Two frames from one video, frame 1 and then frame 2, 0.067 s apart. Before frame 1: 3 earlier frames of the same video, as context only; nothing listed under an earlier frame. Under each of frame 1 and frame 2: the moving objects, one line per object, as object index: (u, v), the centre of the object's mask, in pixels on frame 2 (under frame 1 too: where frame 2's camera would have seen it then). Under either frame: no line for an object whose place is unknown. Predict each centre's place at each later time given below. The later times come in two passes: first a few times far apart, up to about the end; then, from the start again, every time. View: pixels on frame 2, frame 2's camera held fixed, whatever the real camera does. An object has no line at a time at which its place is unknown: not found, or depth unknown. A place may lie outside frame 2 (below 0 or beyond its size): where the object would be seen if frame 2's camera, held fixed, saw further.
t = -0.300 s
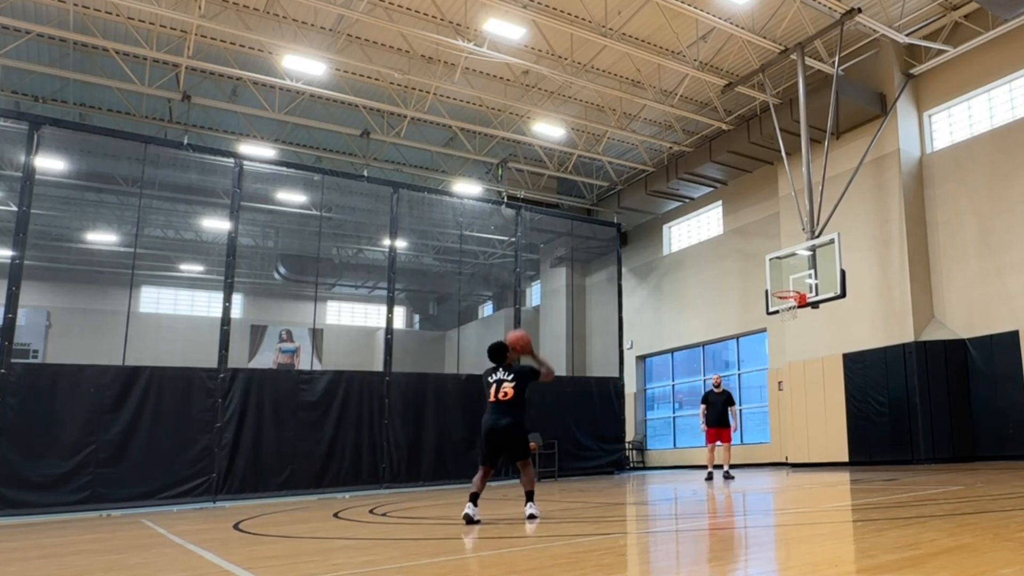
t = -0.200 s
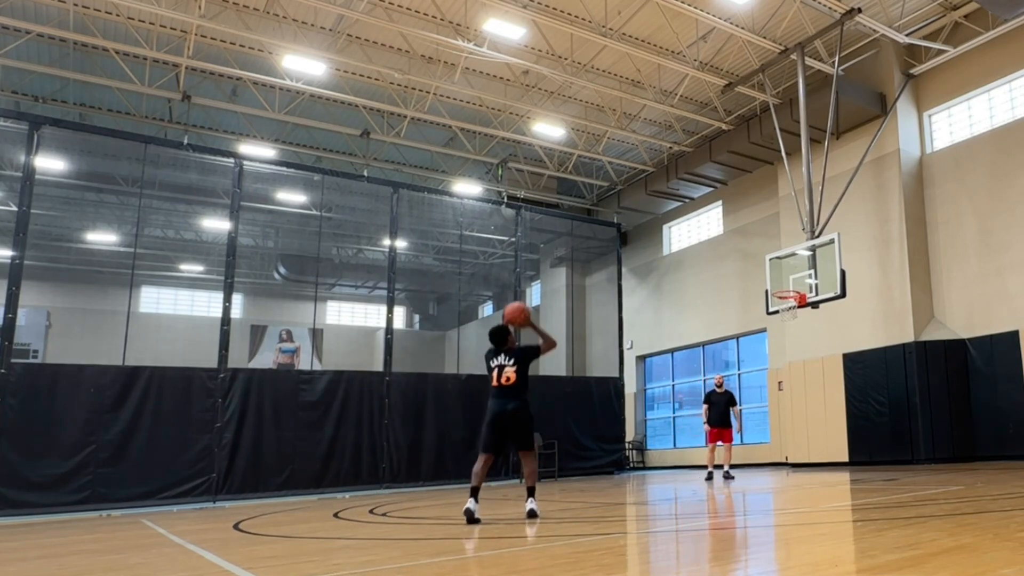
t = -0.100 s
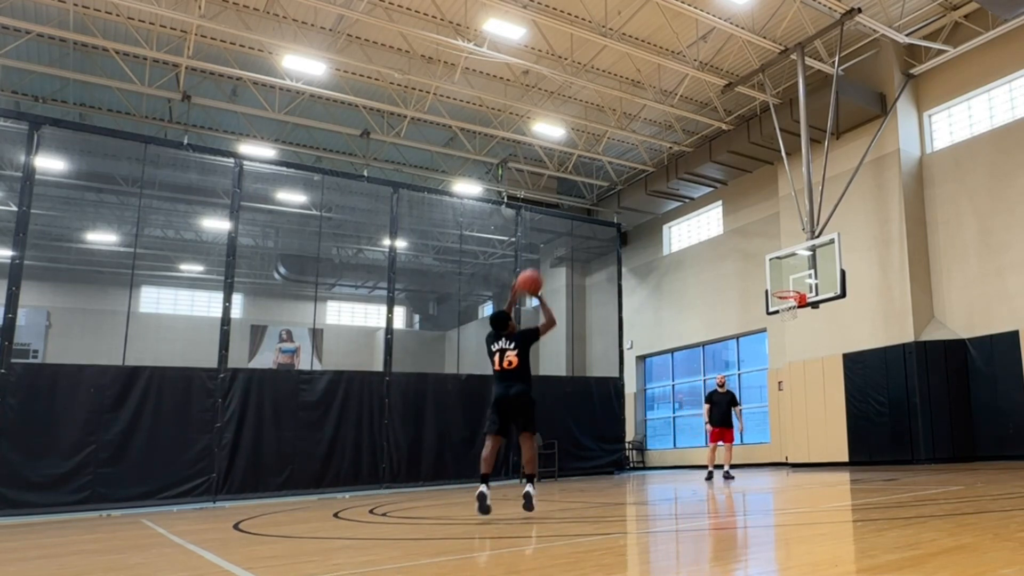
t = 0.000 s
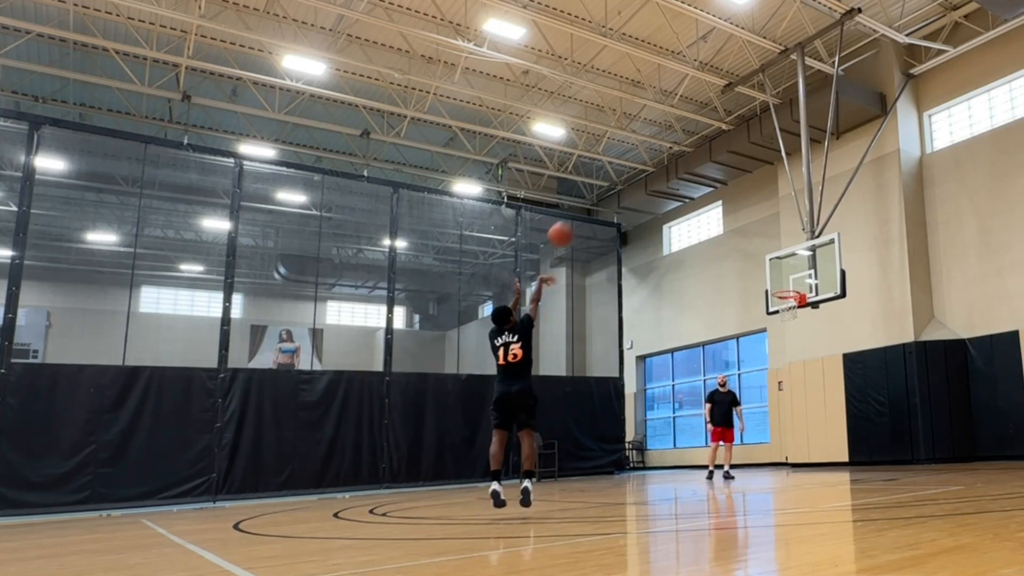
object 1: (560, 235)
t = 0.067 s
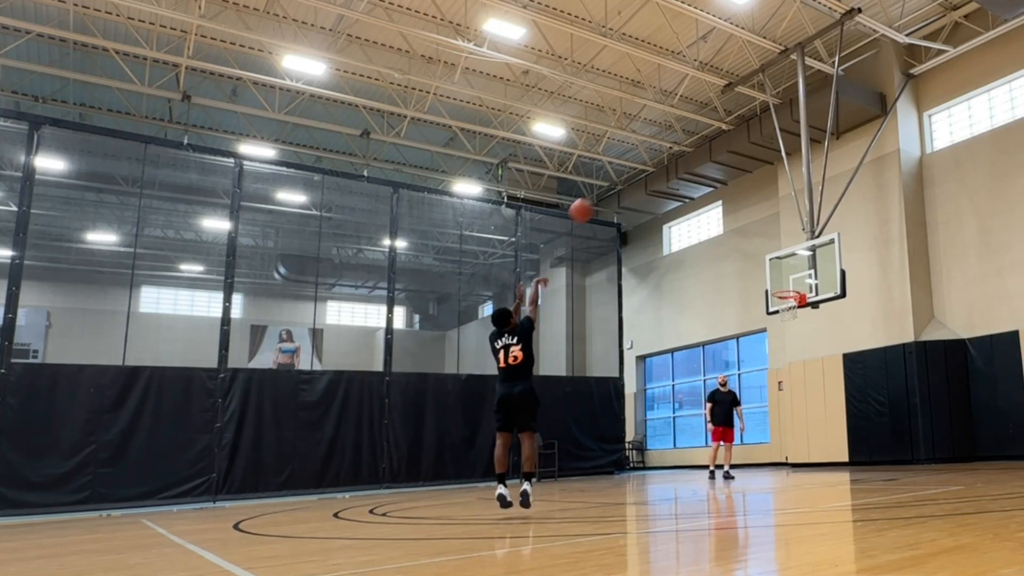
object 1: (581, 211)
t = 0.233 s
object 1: (627, 174)
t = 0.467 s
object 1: (678, 163)
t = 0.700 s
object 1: (720, 188)
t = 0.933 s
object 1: (755, 240)
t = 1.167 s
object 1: (787, 294)
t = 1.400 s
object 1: (785, 275)
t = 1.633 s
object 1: (776, 283)
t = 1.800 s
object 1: (769, 309)
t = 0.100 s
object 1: (591, 201)
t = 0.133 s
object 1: (600, 193)
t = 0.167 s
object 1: (610, 185)
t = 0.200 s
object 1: (618, 179)
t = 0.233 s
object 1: (627, 174)
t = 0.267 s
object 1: (634, 170)
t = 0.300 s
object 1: (643, 166)
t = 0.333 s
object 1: (650, 164)
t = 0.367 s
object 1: (657, 163)
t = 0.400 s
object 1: (664, 163)
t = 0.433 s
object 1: (670, 163)
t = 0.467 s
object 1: (678, 163)
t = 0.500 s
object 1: (684, 165)
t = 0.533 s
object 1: (690, 167)
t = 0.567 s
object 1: (696, 170)
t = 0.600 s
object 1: (702, 174)
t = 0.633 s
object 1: (708, 179)
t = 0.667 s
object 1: (714, 183)
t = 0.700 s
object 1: (720, 188)
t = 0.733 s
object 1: (724, 194)
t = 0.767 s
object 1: (730, 201)
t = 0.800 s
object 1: (735, 208)
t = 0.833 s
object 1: (740, 215)
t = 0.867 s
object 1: (745, 224)
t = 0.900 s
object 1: (750, 232)
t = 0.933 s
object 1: (755, 240)
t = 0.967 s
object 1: (759, 250)
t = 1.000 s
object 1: (764, 259)
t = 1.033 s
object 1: (768, 269)
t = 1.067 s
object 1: (772, 279)
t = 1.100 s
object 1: (777, 289)
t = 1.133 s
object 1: (782, 292)
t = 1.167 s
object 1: (787, 294)
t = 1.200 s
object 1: (792, 292)
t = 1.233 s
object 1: (793, 288)
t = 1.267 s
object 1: (792, 285)
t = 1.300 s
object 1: (790, 281)
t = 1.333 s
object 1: (788, 279)
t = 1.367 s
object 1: (787, 277)
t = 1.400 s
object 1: (785, 275)
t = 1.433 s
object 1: (784, 274)
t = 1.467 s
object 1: (782, 274)
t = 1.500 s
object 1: (781, 275)
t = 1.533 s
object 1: (780, 276)
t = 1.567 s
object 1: (778, 277)
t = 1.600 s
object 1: (777, 279)
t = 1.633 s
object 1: (776, 283)
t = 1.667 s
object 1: (774, 286)
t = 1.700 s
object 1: (773, 290)
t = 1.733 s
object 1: (772, 296)
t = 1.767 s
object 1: (770, 302)
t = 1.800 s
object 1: (769, 309)
